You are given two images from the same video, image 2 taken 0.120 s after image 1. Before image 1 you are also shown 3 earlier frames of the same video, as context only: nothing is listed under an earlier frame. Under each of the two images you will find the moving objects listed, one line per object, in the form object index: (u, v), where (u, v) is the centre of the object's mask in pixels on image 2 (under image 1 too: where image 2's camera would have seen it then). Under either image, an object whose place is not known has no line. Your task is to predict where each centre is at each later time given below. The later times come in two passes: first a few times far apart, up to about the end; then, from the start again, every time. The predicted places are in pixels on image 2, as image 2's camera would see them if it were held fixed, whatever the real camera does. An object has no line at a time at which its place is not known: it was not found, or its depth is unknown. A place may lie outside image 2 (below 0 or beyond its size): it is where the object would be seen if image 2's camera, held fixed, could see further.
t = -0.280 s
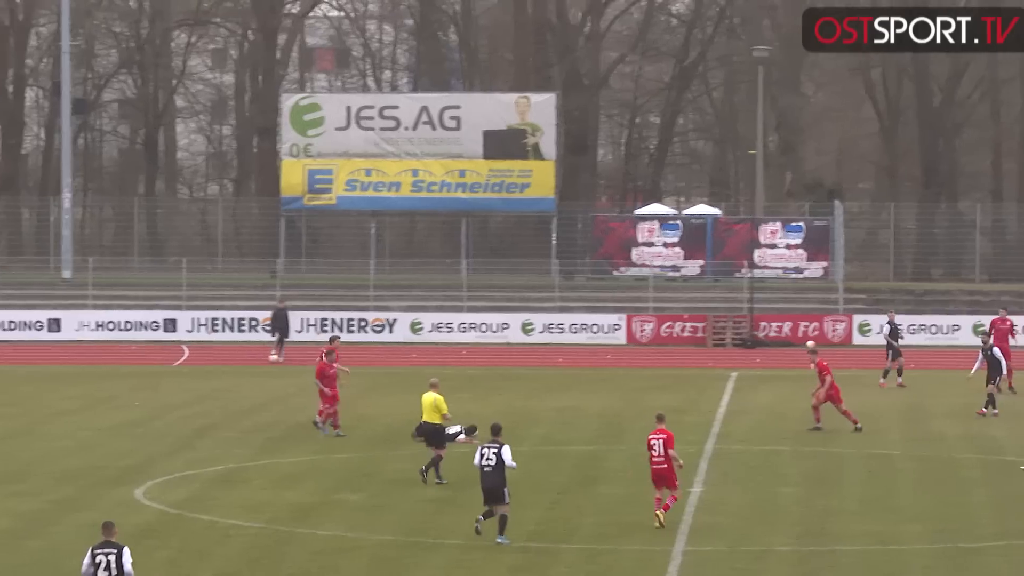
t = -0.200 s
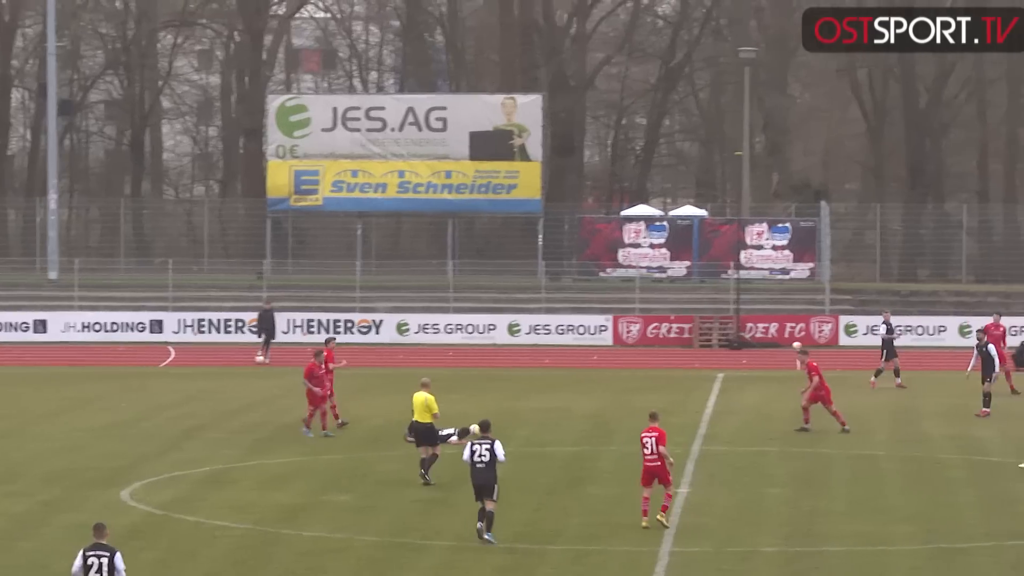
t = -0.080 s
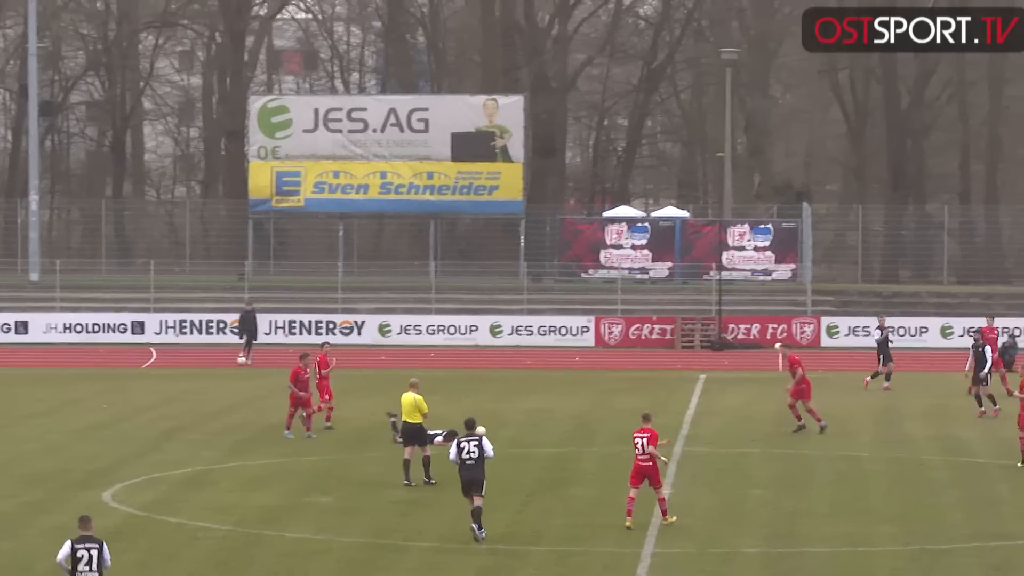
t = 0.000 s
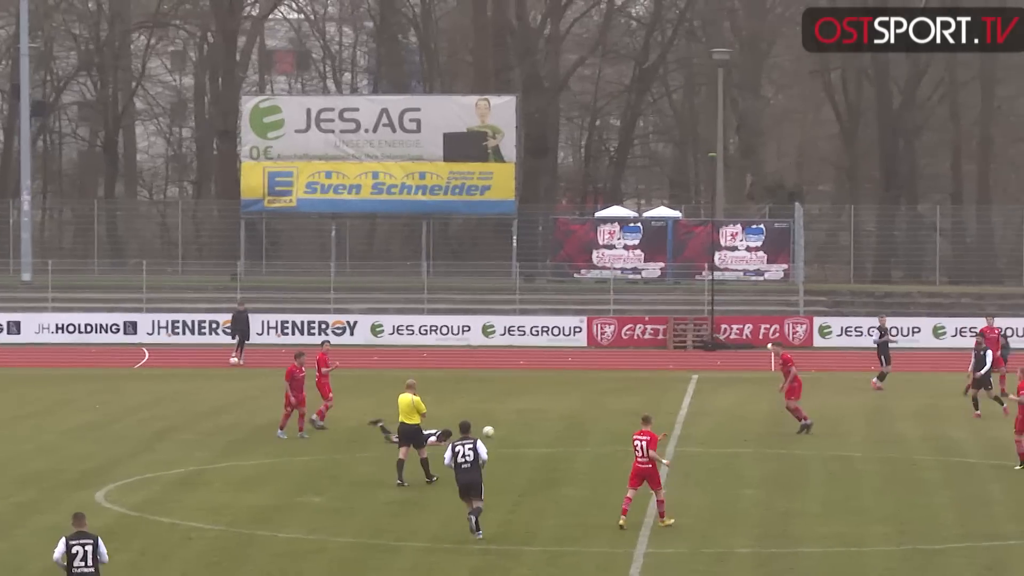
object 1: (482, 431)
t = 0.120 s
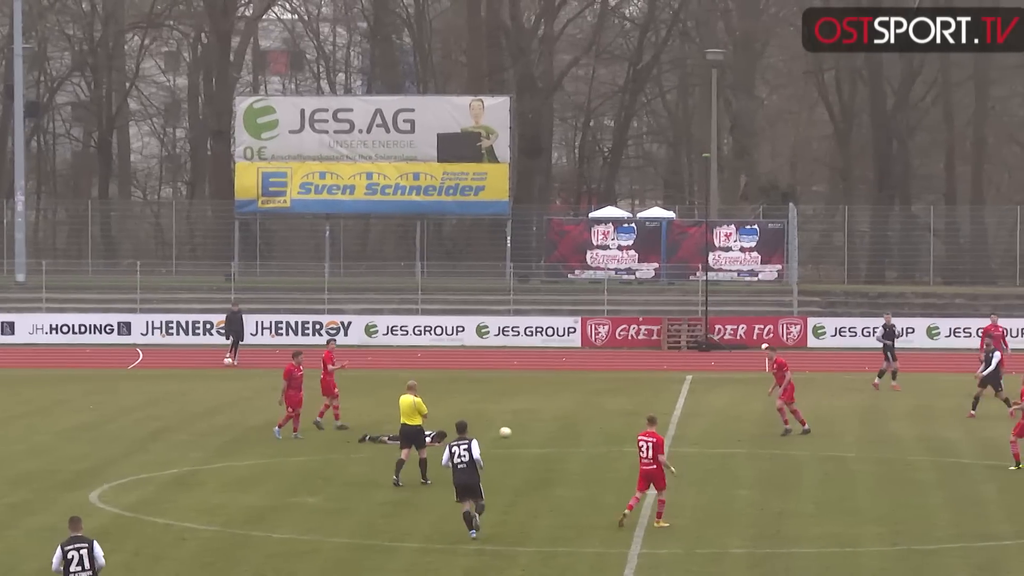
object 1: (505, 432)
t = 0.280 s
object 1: (535, 431)
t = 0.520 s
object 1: (576, 428)
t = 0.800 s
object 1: (622, 430)
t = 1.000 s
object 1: (652, 429)
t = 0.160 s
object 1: (513, 431)
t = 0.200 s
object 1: (520, 431)
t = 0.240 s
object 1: (527, 431)
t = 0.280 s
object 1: (535, 431)
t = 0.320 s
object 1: (542, 430)
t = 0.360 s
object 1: (549, 429)
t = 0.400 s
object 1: (556, 430)
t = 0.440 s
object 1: (563, 430)
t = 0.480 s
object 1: (569, 429)
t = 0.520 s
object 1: (576, 428)
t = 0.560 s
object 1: (583, 429)
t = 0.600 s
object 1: (589, 431)
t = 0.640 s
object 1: (596, 430)
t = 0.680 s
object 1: (603, 429)
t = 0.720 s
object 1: (609, 429)
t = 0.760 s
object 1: (615, 430)
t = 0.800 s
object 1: (622, 430)
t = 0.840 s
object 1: (627, 429)
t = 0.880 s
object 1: (634, 429)
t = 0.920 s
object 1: (640, 429)
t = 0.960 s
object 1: (646, 429)
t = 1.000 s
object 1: (652, 429)
